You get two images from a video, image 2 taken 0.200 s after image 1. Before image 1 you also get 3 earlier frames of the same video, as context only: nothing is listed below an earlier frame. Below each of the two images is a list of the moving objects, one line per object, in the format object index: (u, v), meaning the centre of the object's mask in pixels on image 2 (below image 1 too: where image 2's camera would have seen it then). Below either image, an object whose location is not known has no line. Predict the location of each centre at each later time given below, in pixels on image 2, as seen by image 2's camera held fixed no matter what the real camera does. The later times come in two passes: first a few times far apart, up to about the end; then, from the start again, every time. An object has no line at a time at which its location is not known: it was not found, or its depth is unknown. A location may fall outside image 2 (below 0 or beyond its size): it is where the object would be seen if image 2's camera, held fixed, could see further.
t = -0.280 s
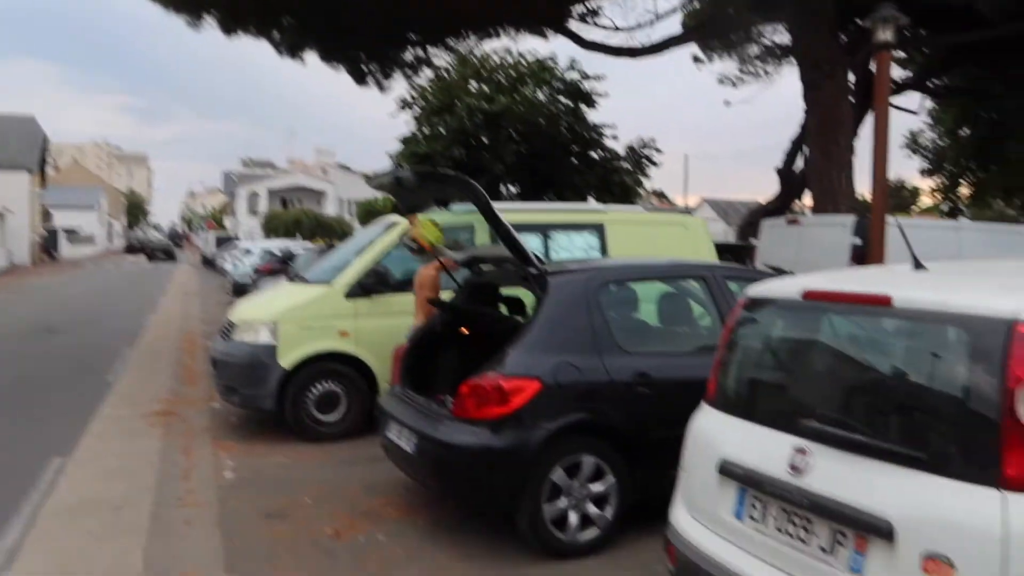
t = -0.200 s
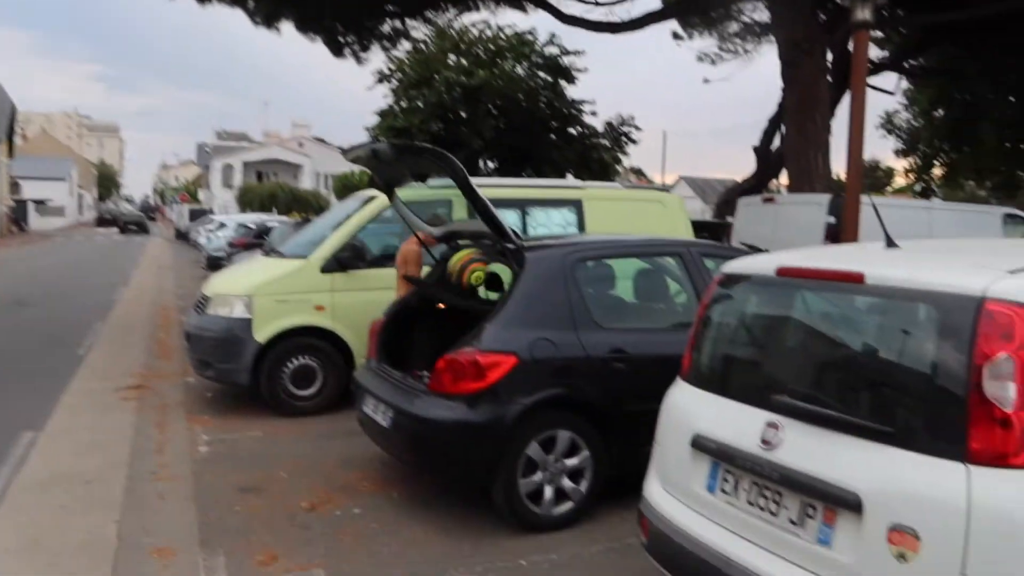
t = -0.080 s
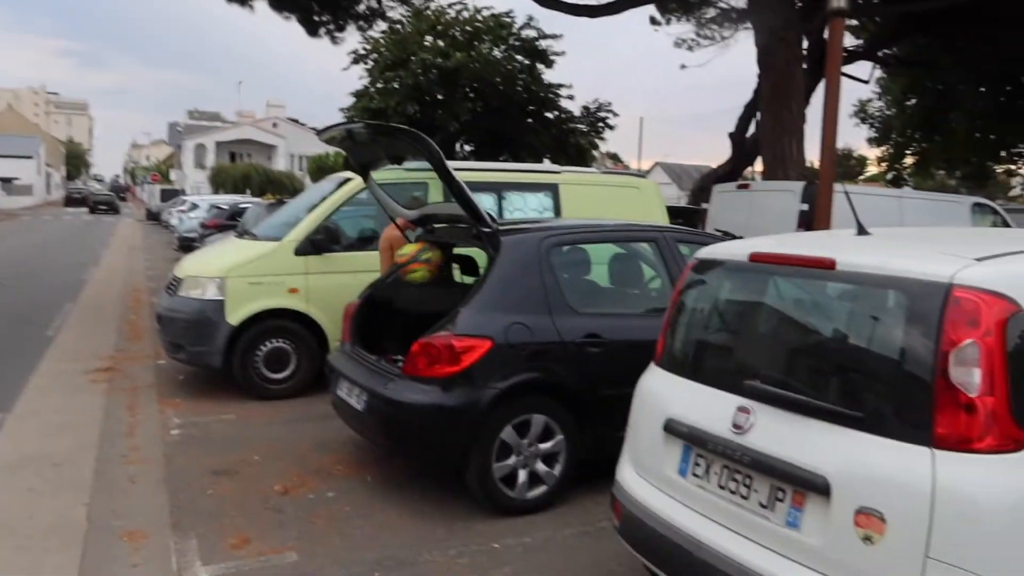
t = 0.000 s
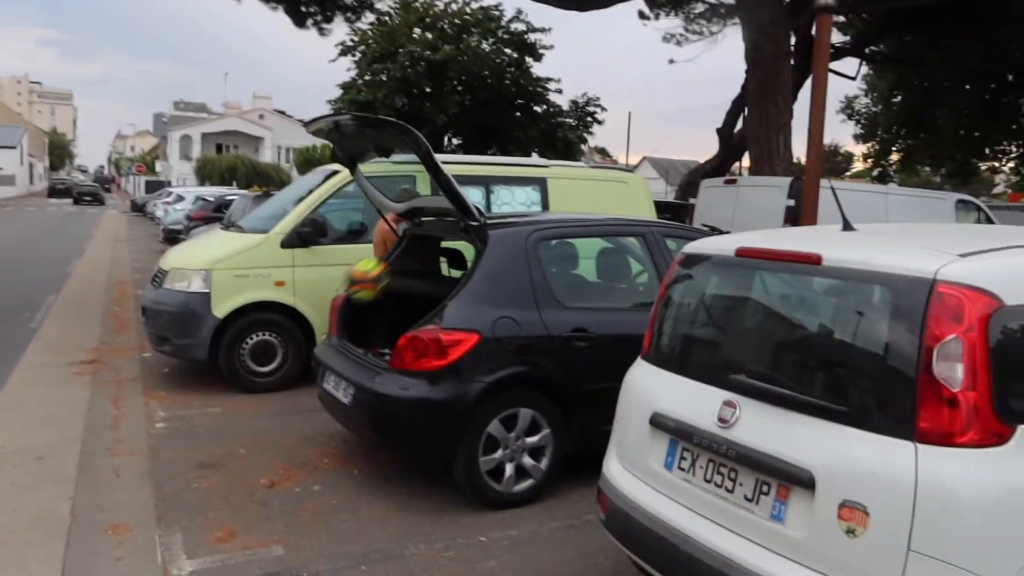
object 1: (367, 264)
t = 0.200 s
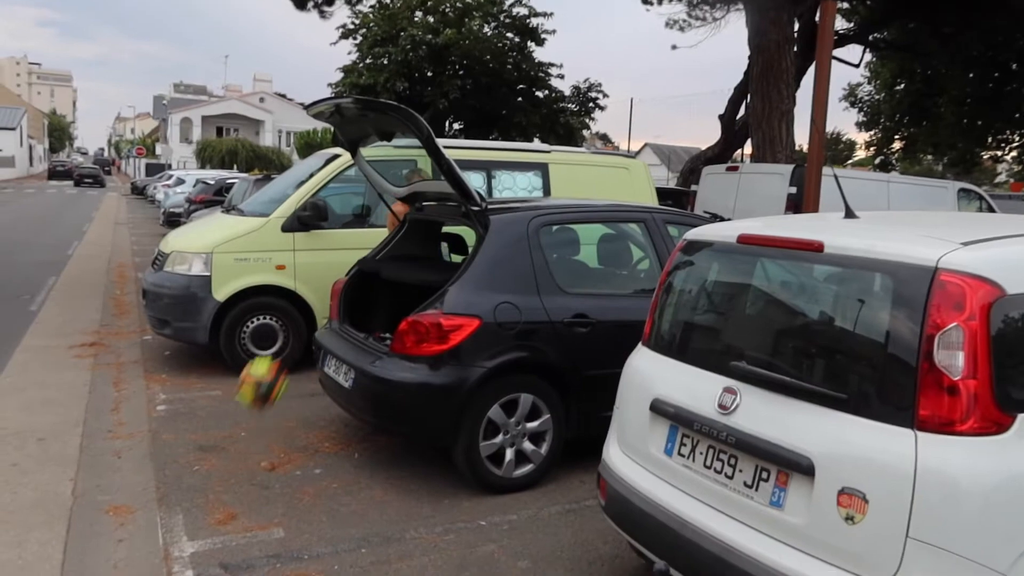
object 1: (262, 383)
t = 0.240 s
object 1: (238, 418)
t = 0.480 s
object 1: (144, 411)
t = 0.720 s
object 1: (69, 348)
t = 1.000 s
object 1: (-33, 444)
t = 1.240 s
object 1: (-117, 496)
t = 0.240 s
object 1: (238, 418)
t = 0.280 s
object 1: (216, 457)
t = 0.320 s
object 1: (194, 502)
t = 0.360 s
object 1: (180, 485)
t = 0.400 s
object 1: (168, 457)
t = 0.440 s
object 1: (157, 432)
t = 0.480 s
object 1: (144, 411)
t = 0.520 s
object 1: (131, 393)
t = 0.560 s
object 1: (120, 377)
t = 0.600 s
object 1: (107, 364)
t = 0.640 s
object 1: (94, 355)
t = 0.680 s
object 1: (82, 350)
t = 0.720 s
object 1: (69, 348)
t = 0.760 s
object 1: (54, 350)
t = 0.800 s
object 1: (40, 356)
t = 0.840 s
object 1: (26, 364)
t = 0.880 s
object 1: (11, 379)
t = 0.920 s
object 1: (-3, 396)
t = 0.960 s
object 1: (-18, 417)
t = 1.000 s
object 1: (-33, 444)
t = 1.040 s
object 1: (-47, 473)
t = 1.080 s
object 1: (-60, 506)
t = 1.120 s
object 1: (-74, 544)
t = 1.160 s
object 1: (-88, 544)
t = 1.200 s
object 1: (-102, 518)
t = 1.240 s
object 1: (-117, 496)
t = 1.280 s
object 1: (-132, 476)
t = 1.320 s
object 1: (-147, 461)
